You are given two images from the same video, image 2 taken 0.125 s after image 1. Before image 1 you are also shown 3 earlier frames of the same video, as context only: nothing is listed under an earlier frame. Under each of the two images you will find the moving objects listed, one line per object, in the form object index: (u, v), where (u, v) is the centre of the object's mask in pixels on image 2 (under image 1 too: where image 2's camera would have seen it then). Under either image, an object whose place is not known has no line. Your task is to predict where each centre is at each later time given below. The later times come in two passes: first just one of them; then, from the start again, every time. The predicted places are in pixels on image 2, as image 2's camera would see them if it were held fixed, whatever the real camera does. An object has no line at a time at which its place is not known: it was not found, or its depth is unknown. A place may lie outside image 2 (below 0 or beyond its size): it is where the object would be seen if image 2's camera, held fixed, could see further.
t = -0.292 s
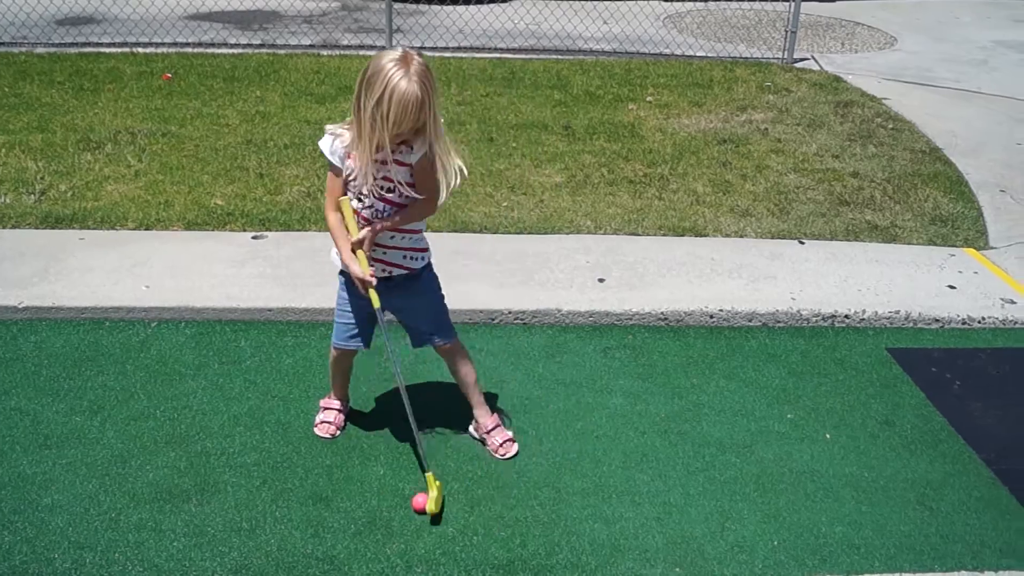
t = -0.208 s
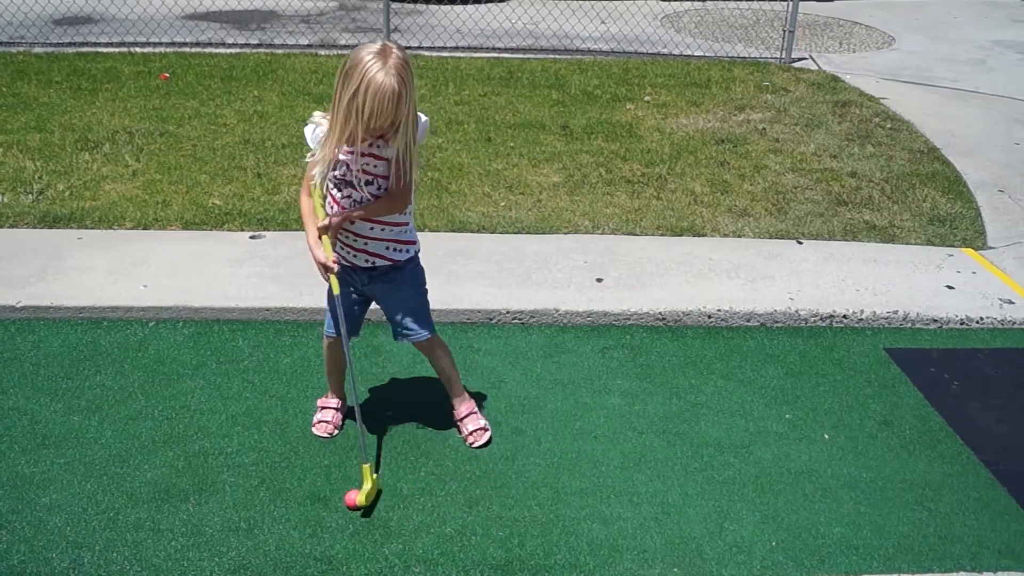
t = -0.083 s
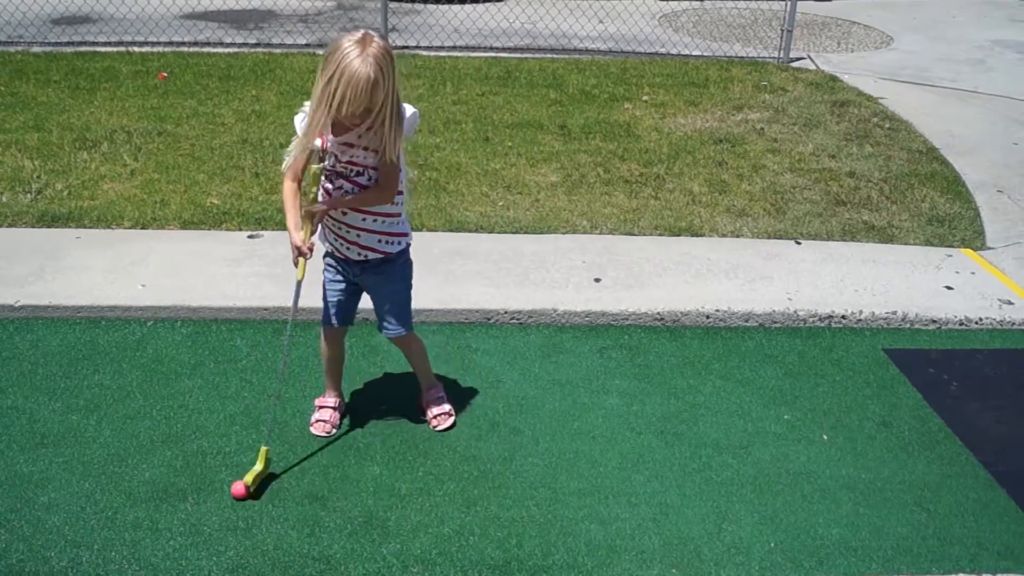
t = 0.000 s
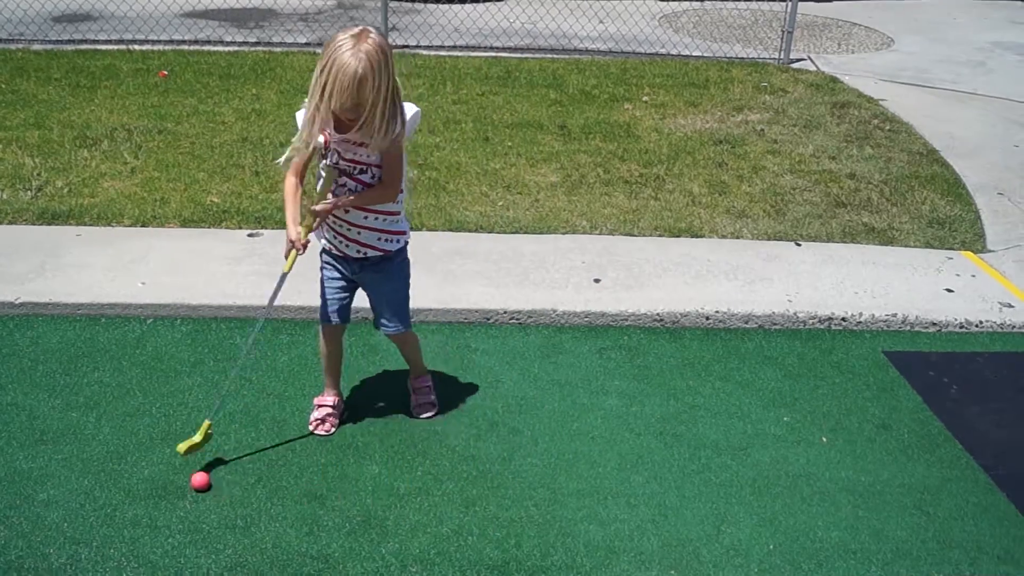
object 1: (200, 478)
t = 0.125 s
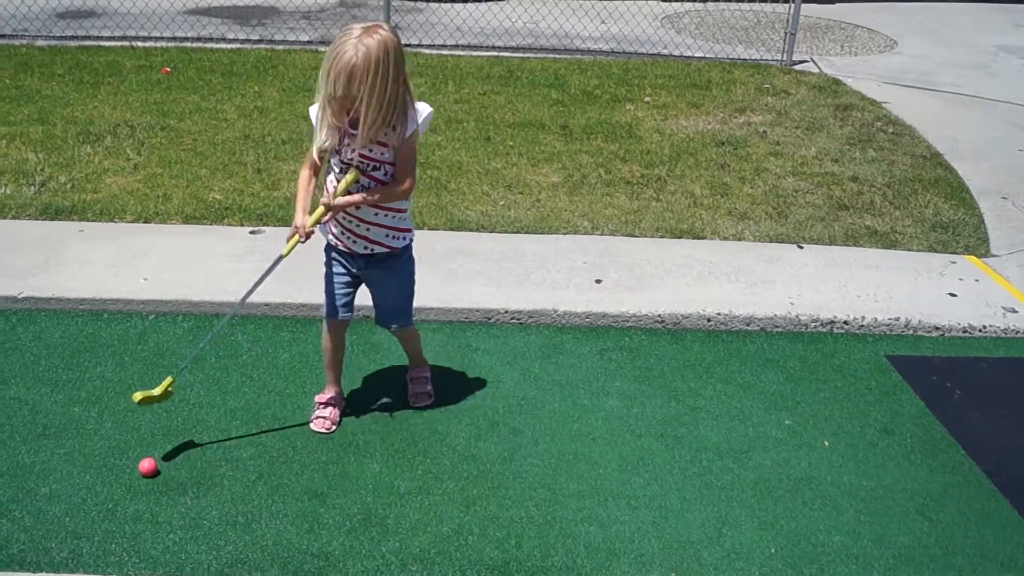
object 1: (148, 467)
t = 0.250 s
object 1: (100, 457)
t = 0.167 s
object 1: (132, 464)
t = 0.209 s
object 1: (116, 460)
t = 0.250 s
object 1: (100, 457)
